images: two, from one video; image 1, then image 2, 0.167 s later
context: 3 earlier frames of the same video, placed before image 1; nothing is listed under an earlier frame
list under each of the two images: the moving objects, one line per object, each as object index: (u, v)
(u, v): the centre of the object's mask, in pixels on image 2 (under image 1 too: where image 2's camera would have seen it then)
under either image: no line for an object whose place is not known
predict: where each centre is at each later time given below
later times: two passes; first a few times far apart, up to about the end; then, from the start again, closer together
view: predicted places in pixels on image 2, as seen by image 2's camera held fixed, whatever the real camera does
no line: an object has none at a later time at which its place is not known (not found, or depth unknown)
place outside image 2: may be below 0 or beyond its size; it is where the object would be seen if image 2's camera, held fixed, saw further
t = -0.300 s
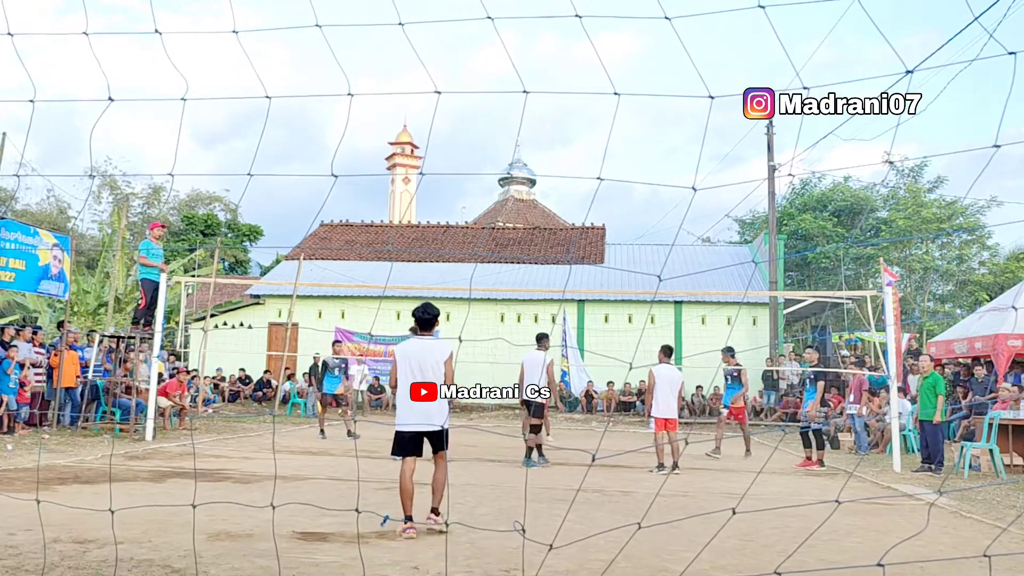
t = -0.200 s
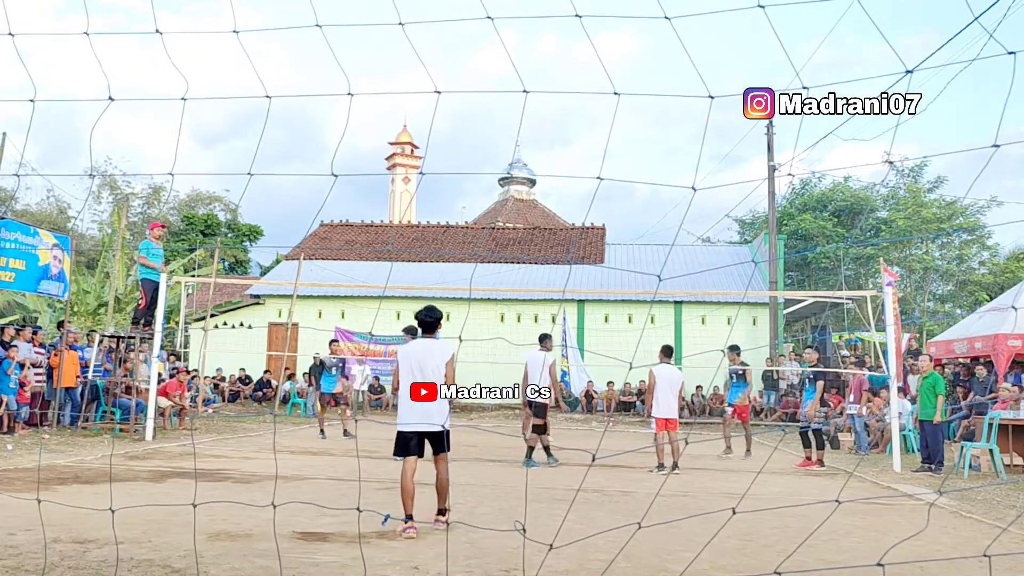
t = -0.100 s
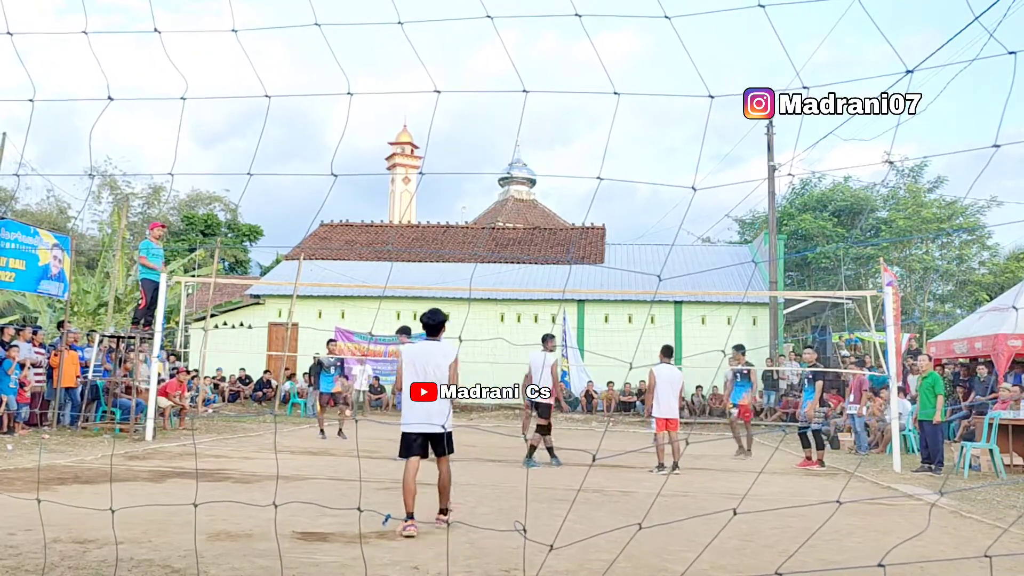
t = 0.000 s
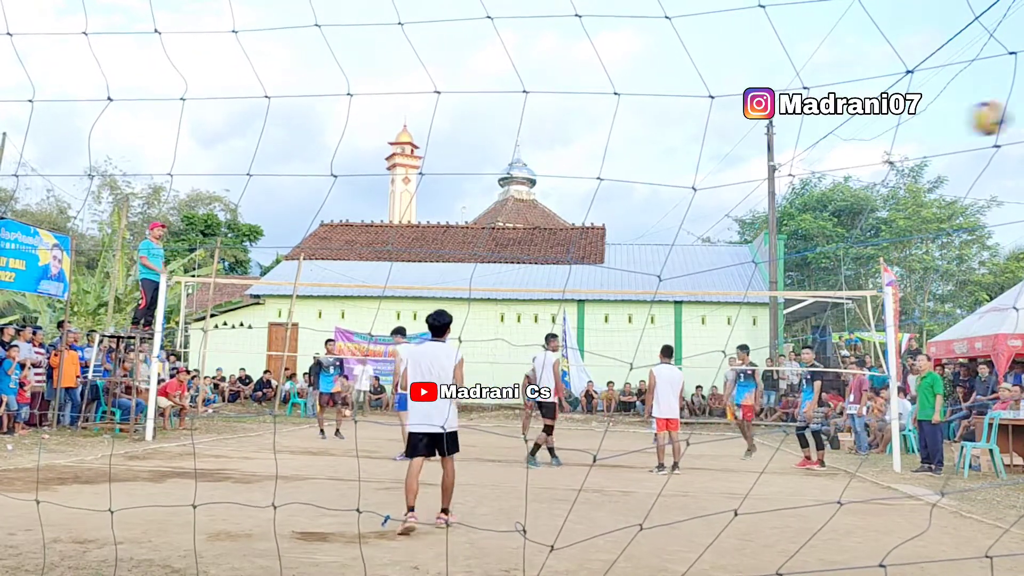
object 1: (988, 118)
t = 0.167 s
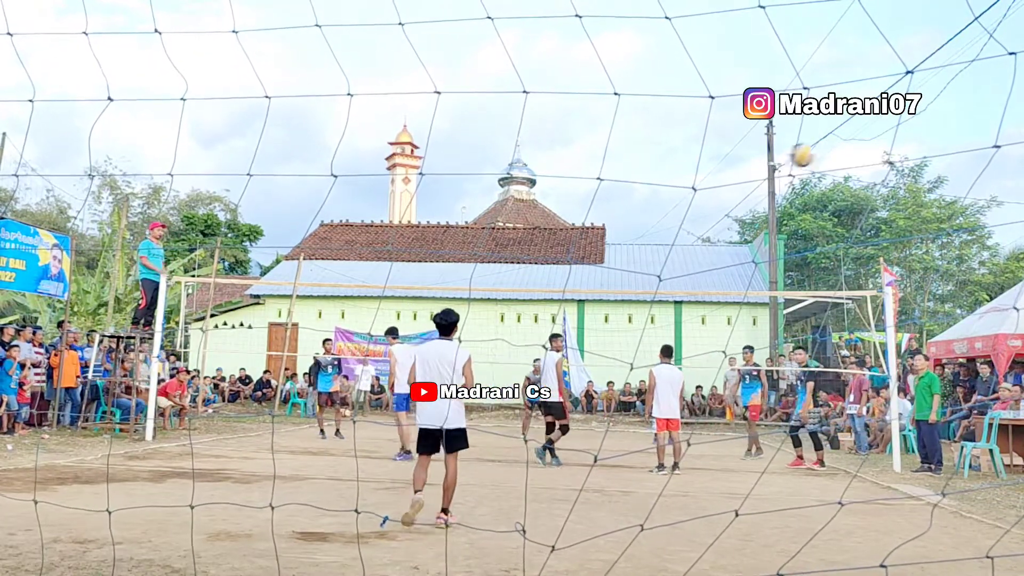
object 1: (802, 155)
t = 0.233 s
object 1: (755, 170)
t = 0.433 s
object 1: (667, 221)
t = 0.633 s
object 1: (617, 273)
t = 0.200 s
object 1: (777, 162)
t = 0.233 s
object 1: (755, 170)
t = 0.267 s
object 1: (736, 178)
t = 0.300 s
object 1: (718, 187)
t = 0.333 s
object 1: (703, 196)
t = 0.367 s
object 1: (690, 204)
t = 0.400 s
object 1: (678, 213)
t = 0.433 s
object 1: (667, 221)
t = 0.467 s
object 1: (657, 230)
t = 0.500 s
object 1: (648, 237)
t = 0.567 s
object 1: (632, 254)
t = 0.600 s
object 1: (624, 263)
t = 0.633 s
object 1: (617, 273)
